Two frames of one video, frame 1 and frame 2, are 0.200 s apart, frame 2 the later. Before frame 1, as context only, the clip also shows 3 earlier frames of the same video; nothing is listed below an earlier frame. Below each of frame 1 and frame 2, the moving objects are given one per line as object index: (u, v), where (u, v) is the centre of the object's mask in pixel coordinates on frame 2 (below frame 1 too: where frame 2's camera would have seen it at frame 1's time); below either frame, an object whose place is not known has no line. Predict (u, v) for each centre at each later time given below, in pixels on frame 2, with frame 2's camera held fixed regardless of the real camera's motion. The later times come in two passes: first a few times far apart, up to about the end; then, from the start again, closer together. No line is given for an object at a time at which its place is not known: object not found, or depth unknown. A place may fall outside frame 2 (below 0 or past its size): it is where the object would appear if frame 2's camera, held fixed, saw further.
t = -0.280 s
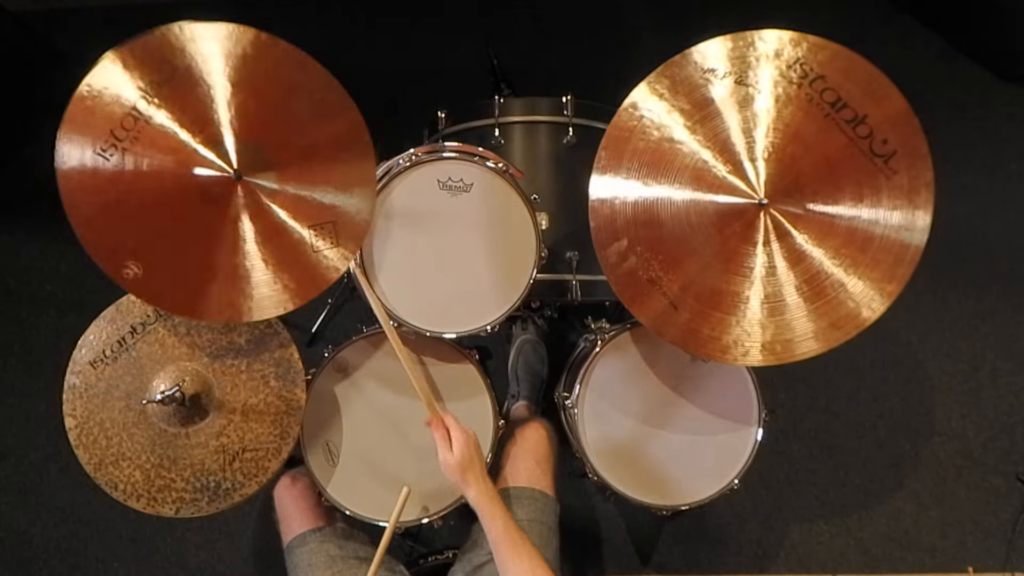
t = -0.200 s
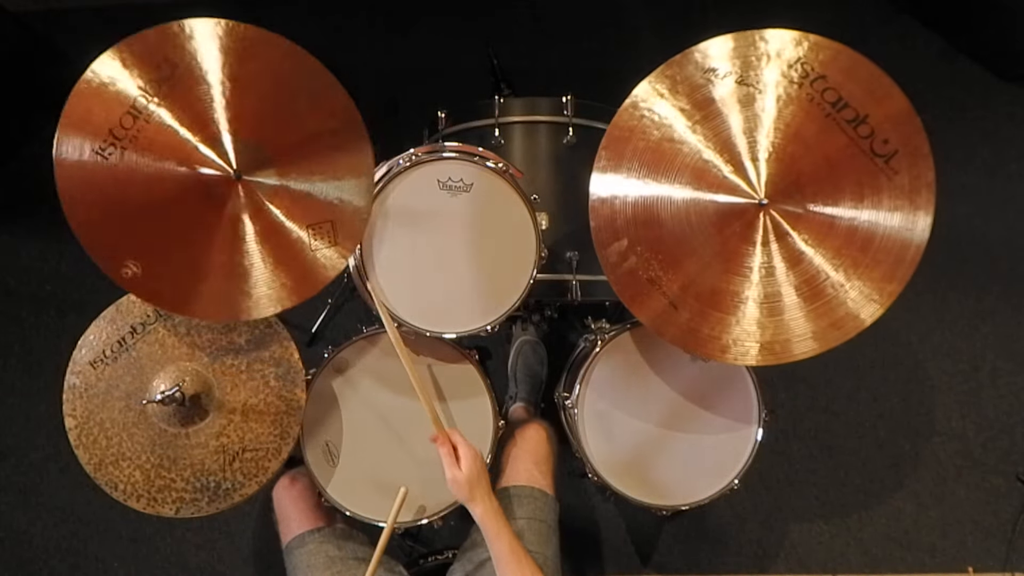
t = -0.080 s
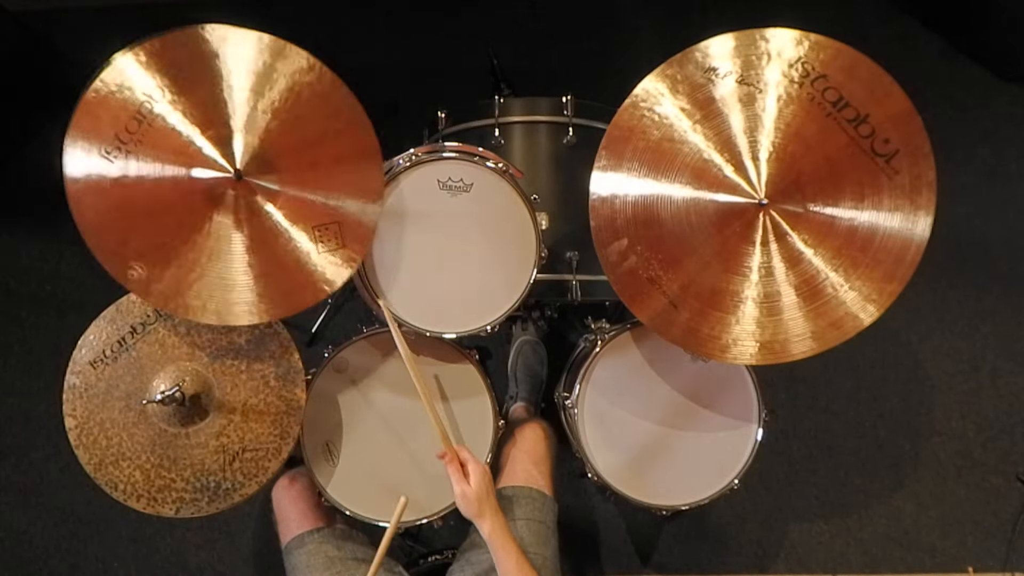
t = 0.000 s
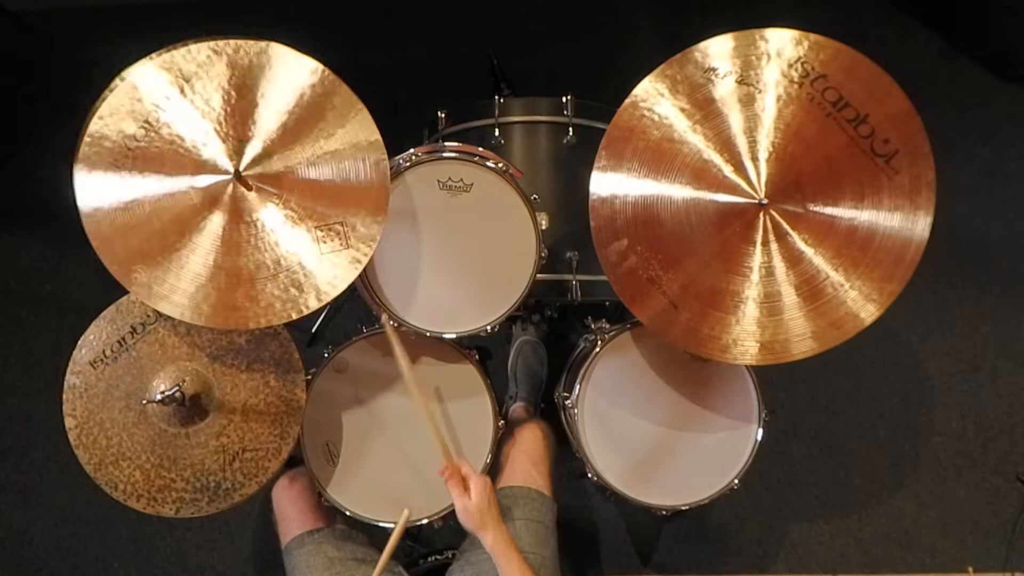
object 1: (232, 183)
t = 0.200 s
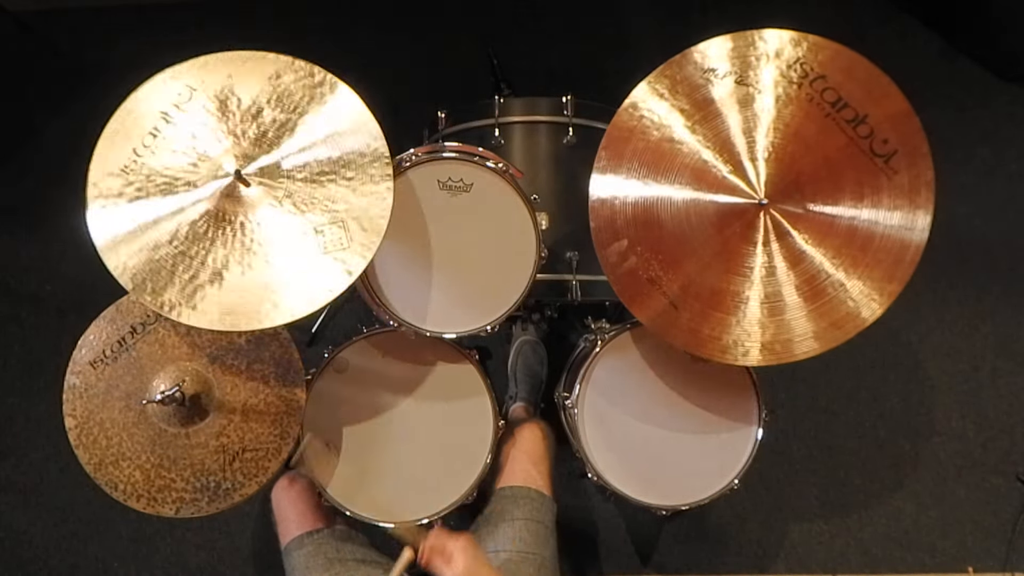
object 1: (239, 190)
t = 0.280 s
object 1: (234, 187)
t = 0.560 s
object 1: (221, 175)
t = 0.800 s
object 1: (233, 185)
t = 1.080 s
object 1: (225, 178)
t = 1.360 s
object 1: (229, 182)
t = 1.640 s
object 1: (227, 180)
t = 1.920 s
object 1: (228, 181)
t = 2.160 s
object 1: (227, 181)
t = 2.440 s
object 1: (227, 181)
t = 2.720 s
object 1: (227, 181)
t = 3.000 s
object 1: (227, 181)
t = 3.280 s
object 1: (227, 181)
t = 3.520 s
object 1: (227, 181)
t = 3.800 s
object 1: (227, 181)
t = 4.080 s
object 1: (227, 181)
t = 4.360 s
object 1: (227, 181)
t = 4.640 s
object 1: (227, 181)
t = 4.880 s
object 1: (227, 181)
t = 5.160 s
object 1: (227, 181)
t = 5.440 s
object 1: (227, 181)
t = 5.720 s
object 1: (227, 181)
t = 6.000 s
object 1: (227, 181)
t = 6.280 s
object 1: (227, 181)
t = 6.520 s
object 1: (227, 181)
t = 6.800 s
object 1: (227, 181)
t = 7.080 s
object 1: (227, 181)
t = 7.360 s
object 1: (227, 181)
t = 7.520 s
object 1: (227, 181)
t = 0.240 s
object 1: (237, 189)
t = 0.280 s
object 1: (234, 187)
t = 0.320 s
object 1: (231, 184)
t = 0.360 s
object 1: (228, 180)
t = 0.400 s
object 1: (225, 178)
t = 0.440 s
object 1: (222, 176)
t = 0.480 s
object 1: (221, 175)
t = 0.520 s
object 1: (220, 174)
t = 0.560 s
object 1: (221, 175)
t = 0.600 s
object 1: (224, 177)
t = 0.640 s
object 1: (227, 180)
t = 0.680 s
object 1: (229, 182)
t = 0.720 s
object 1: (231, 184)
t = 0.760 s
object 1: (232, 185)
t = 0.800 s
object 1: (233, 185)
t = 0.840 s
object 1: (234, 185)
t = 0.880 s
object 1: (234, 185)
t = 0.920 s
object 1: (233, 185)
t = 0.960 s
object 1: (231, 183)
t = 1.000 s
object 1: (229, 182)
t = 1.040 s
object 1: (227, 180)
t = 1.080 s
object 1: (225, 178)
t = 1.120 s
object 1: (224, 178)
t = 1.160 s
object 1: (224, 178)
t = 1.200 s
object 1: (224, 179)
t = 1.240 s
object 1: (225, 179)
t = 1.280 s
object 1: (227, 180)
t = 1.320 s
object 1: (228, 181)
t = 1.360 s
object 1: (229, 182)
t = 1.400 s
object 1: (230, 183)
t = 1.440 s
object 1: (230, 183)
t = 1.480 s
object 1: (230, 183)
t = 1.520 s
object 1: (229, 182)
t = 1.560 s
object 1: (228, 182)
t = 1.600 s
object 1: (227, 181)
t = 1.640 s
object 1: (227, 180)
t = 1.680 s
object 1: (226, 180)
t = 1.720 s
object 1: (226, 180)
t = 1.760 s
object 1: (226, 180)
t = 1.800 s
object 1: (227, 180)
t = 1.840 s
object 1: (228, 181)
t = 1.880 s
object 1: (228, 181)
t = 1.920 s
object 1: (228, 181)
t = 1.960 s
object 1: (228, 181)
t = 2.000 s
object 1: (228, 181)
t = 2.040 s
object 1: (228, 181)
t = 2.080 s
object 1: (227, 181)
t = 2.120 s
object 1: (227, 181)
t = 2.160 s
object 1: (227, 181)
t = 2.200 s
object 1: (227, 181)
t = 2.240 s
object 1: (227, 181)
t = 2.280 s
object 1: (227, 181)
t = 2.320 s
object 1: (228, 181)
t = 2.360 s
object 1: (228, 181)
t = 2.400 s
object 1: (227, 181)
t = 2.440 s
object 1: (227, 181)
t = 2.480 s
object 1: (227, 181)
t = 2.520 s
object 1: (227, 181)
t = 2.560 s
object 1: (227, 181)
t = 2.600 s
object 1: (227, 181)
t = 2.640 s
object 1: (227, 181)
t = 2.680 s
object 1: (227, 181)
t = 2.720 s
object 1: (227, 181)
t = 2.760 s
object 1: (227, 181)
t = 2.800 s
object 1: (227, 181)
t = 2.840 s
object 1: (227, 181)
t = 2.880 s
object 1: (227, 181)
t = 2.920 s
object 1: (227, 181)
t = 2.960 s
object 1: (227, 181)
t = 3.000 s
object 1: (227, 181)
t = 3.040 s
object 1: (227, 181)
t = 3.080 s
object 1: (227, 181)
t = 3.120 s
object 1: (227, 181)
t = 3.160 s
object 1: (227, 181)
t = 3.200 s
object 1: (227, 181)
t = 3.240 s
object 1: (227, 181)
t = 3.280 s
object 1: (227, 181)
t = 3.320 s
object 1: (227, 181)
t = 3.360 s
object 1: (227, 181)
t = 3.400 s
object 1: (227, 181)
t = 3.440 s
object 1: (227, 181)
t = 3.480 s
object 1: (227, 181)
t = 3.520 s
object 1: (227, 181)
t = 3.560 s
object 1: (227, 181)
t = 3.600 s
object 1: (227, 181)
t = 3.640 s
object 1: (227, 181)
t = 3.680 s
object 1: (227, 181)
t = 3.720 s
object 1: (227, 181)
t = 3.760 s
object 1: (227, 181)
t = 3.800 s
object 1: (227, 181)
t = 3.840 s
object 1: (227, 181)
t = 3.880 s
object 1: (227, 181)
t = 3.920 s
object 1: (227, 181)
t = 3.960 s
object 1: (227, 181)
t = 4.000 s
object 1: (227, 181)
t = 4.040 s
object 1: (227, 181)
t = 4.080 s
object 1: (227, 181)
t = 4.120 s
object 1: (227, 181)
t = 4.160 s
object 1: (227, 181)
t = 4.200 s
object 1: (227, 181)
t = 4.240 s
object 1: (227, 181)
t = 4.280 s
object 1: (227, 181)
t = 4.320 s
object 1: (227, 181)
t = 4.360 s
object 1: (227, 181)
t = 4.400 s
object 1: (227, 181)
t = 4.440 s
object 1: (227, 181)
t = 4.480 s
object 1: (227, 181)
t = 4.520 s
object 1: (227, 181)
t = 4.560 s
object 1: (227, 181)
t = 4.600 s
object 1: (227, 181)
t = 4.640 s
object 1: (227, 181)
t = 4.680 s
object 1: (227, 181)
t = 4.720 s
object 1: (227, 181)
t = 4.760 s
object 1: (227, 181)
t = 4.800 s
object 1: (227, 181)
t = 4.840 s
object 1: (227, 181)
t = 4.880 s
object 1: (227, 181)
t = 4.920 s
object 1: (227, 181)
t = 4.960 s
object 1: (227, 181)
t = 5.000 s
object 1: (227, 181)
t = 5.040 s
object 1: (227, 181)
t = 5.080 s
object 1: (227, 181)
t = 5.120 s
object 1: (227, 181)
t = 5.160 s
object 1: (227, 181)
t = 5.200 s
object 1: (227, 181)
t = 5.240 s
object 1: (227, 181)
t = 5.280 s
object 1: (227, 181)
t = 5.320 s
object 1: (227, 181)
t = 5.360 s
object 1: (227, 181)
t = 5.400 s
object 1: (227, 181)
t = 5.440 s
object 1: (227, 181)
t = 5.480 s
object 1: (227, 181)
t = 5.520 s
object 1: (227, 181)
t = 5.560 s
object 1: (227, 181)
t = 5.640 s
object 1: (227, 181)
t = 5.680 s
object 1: (227, 181)
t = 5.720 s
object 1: (227, 181)
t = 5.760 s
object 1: (227, 181)
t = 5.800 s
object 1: (227, 181)
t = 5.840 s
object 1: (227, 181)
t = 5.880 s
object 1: (227, 181)
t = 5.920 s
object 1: (227, 181)
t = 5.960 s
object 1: (227, 181)
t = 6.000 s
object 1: (227, 181)
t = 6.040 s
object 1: (227, 181)
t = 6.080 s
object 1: (227, 181)
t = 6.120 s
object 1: (227, 181)
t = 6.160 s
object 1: (227, 181)
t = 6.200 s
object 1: (227, 181)
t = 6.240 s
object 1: (227, 181)
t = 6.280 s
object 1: (227, 181)
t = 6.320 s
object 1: (227, 181)
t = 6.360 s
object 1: (227, 181)
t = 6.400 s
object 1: (227, 181)
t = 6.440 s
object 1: (227, 181)
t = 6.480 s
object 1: (227, 181)
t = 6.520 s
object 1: (227, 181)
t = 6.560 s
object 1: (227, 181)
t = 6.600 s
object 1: (227, 181)
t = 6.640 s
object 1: (227, 181)
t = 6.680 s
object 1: (227, 181)
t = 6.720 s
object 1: (227, 181)
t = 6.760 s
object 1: (227, 181)
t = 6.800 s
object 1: (227, 181)
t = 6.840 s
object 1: (227, 181)
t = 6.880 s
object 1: (227, 181)
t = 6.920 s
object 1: (227, 181)
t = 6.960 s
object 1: (227, 181)
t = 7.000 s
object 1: (227, 181)
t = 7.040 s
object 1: (227, 181)
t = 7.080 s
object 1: (227, 181)
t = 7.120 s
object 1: (227, 181)
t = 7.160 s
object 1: (227, 181)
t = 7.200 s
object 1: (227, 181)
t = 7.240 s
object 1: (227, 181)
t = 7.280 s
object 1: (227, 181)
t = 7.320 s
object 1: (227, 181)
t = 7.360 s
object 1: (227, 181)
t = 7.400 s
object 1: (227, 181)
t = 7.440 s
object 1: (227, 181)
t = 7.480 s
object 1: (227, 181)
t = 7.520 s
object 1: (227, 181)
